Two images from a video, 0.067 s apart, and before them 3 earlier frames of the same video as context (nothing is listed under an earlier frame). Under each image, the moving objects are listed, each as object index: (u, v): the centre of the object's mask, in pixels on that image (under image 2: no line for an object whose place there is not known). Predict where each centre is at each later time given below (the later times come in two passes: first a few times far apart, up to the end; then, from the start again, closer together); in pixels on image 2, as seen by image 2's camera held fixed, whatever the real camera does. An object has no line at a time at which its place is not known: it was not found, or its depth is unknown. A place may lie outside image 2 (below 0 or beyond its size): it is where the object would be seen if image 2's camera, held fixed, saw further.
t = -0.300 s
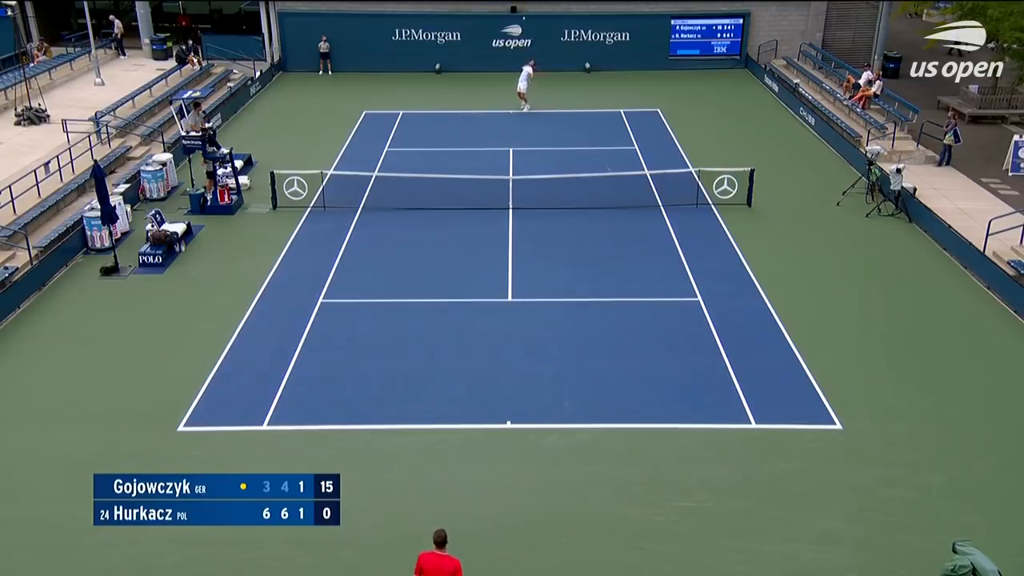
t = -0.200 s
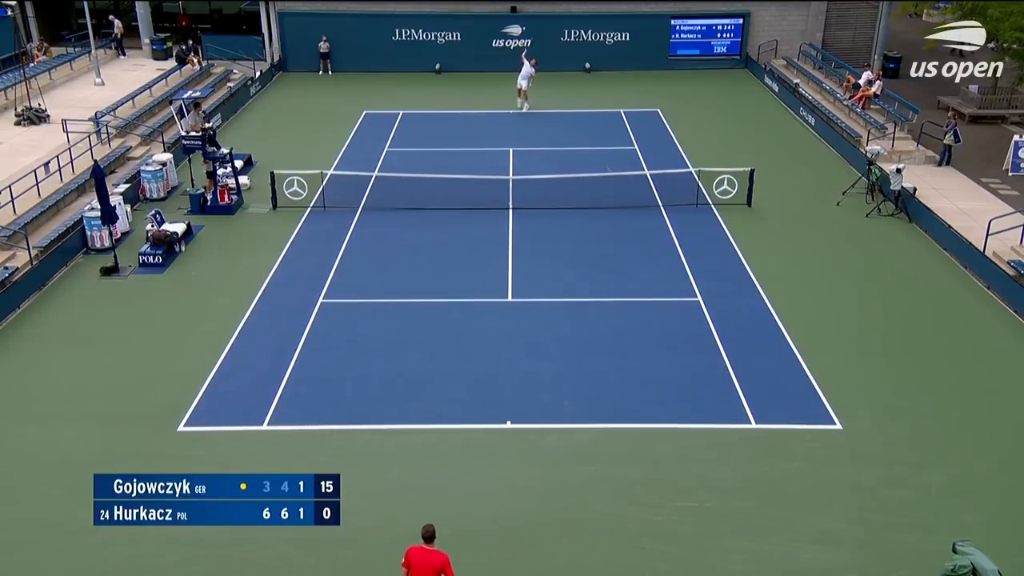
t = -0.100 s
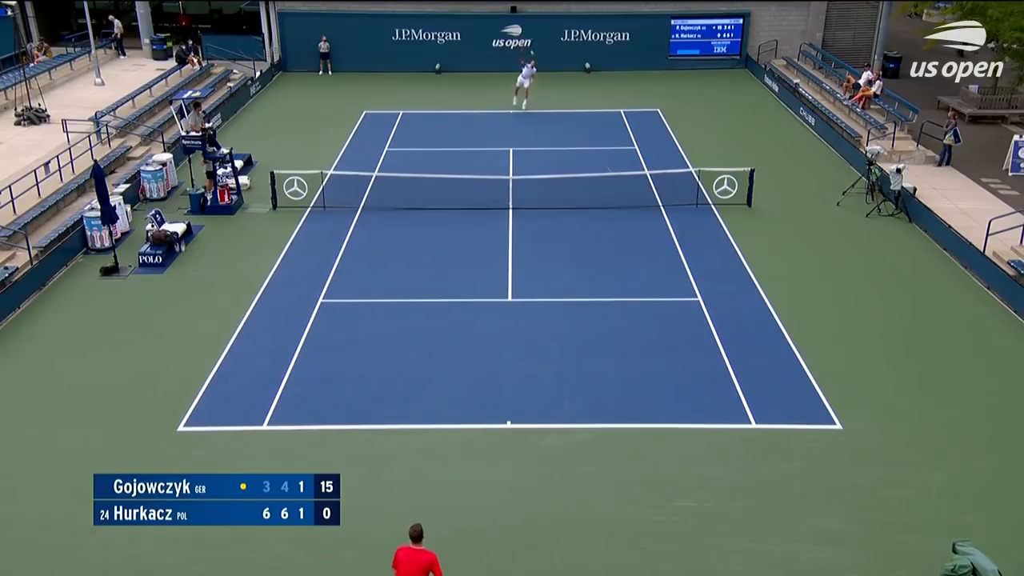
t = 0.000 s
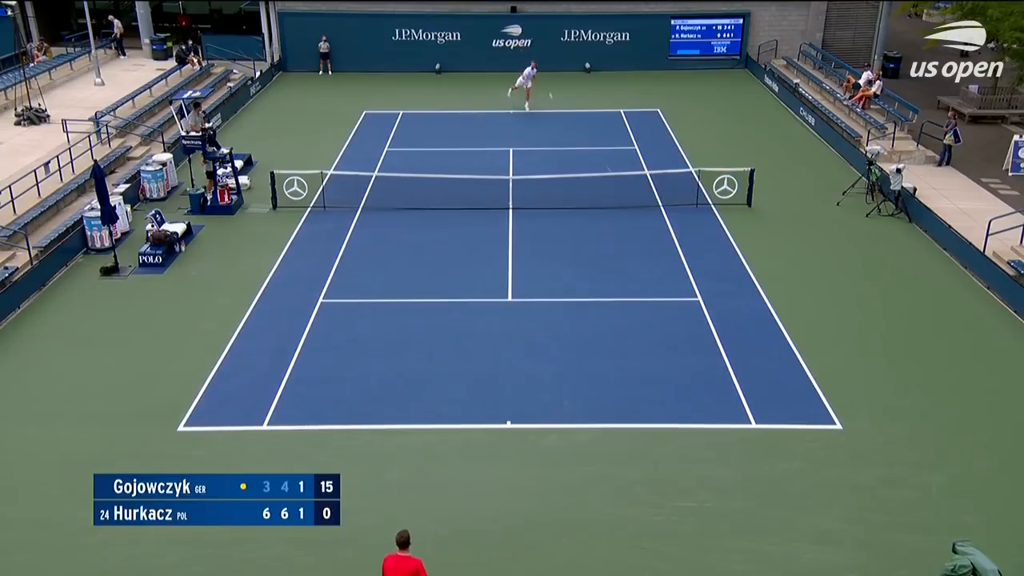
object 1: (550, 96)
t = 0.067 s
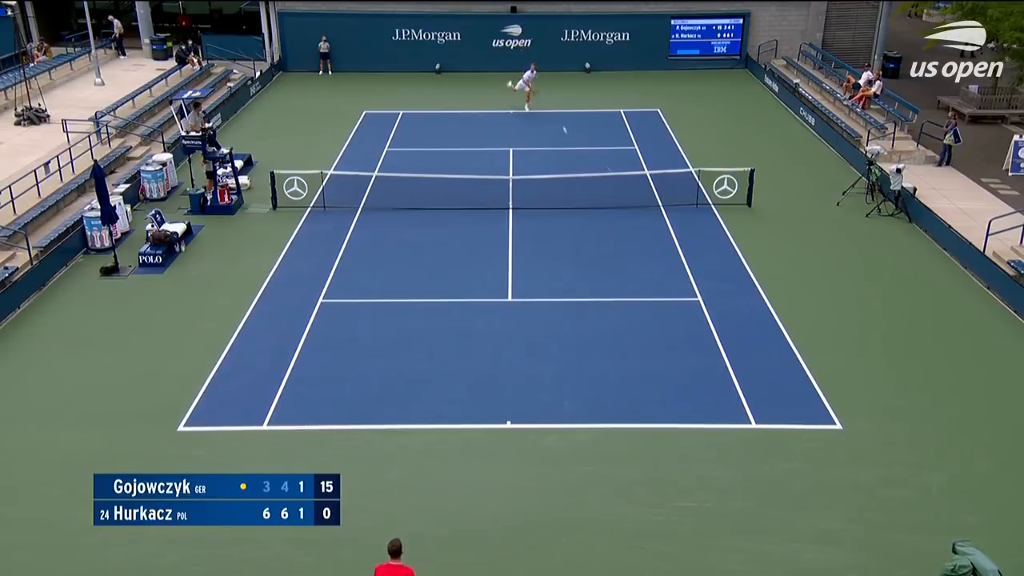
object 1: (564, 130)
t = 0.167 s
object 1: (589, 191)
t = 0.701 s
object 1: (827, 547)
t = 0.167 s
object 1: (589, 191)
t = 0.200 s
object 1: (598, 215)
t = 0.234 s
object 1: (608, 240)
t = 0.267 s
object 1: (619, 267)
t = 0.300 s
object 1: (629, 295)
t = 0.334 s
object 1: (643, 328)
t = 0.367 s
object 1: (654, 346)
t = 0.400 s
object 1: (666, 357)
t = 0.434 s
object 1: (679, 369)
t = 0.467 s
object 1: (693, 383)
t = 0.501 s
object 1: (708, 398)
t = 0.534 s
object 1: (724, 417)
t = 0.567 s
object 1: (741, 436)
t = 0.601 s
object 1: (760, 459)
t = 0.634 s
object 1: (780, 484)
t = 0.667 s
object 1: (803, 514)
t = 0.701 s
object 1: (827, 547)
